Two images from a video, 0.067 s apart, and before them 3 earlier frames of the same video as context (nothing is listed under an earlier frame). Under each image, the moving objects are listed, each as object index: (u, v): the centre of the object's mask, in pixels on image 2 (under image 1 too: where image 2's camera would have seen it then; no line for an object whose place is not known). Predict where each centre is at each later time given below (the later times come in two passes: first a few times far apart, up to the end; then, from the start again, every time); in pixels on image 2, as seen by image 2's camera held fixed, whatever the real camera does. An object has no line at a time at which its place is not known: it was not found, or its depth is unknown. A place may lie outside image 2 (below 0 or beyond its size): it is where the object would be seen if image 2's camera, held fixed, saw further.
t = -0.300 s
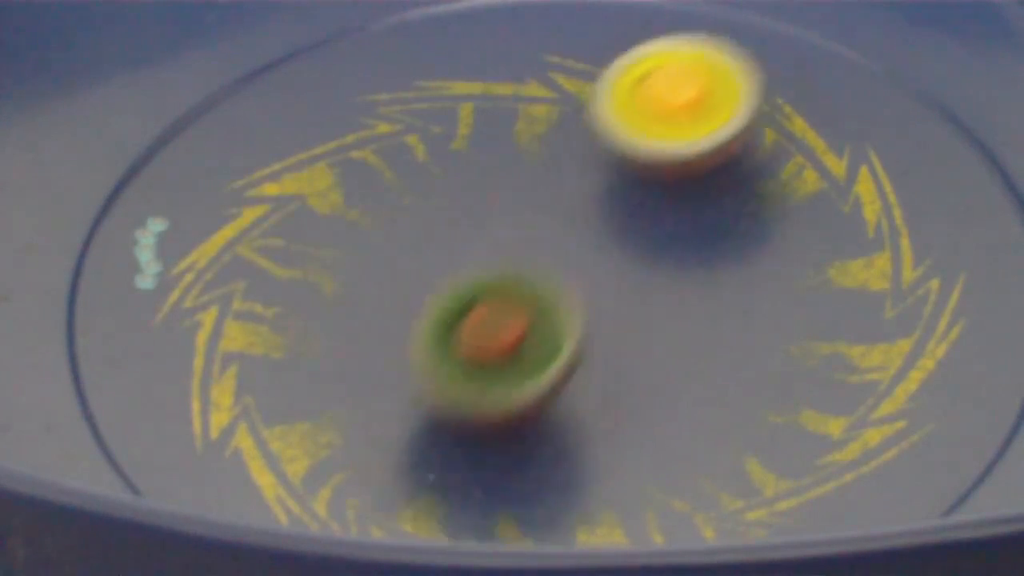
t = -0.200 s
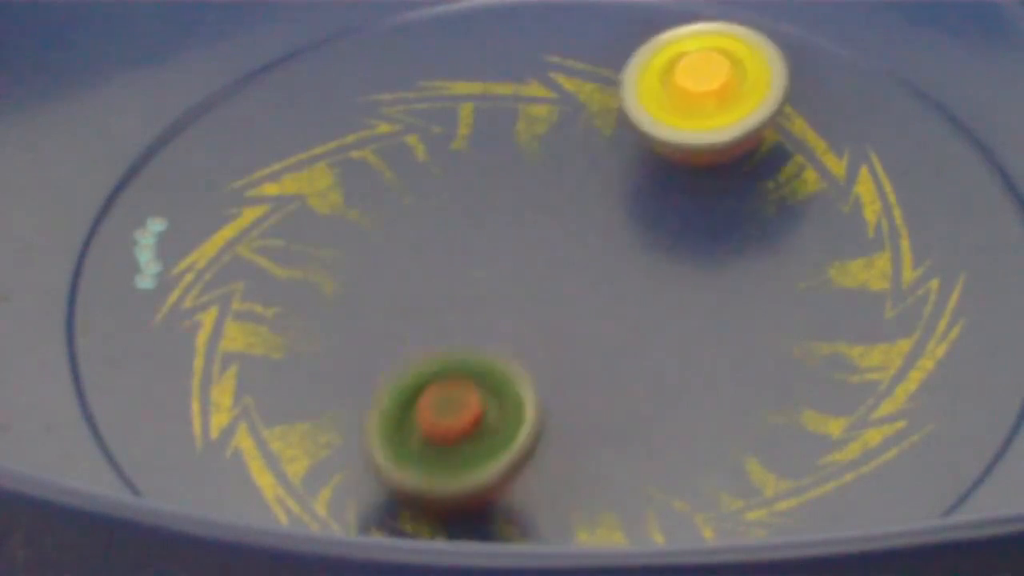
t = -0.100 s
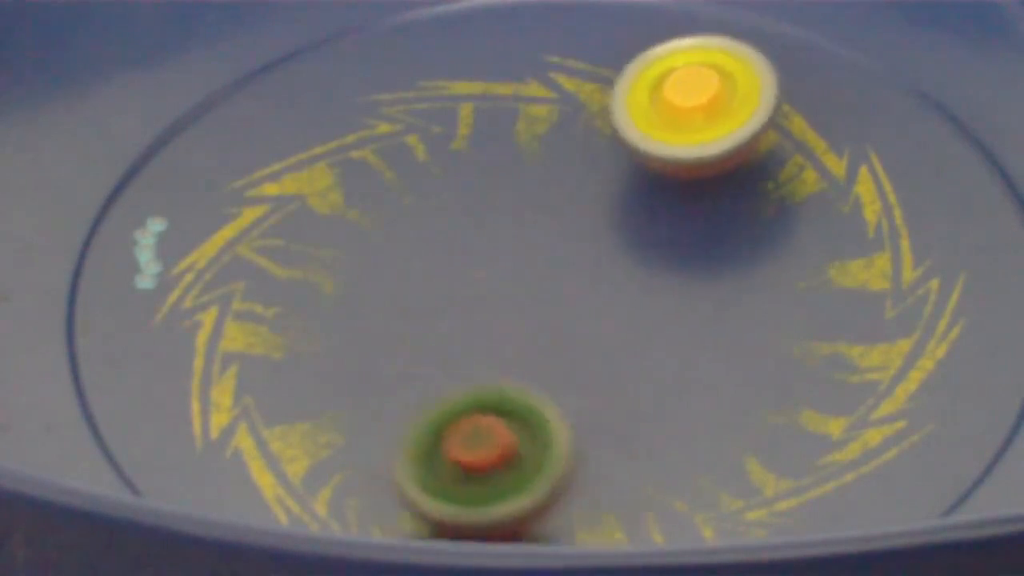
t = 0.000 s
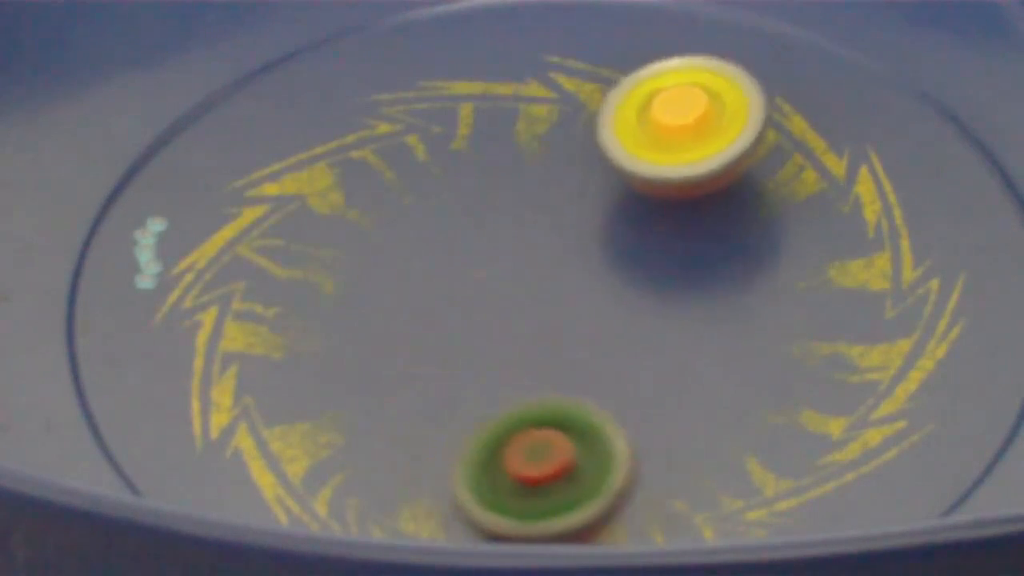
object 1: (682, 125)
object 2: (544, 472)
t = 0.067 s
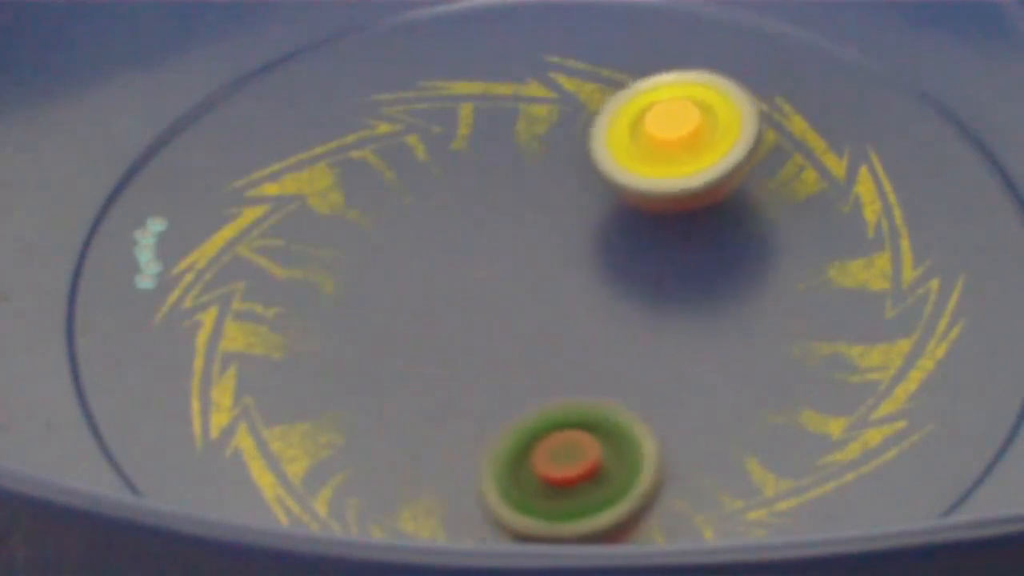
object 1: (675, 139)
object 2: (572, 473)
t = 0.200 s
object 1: (664, 172)
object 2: (614, 473)
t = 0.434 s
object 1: (648, 227)
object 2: (656, 461)
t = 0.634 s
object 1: (625, 282)
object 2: (662, 444)
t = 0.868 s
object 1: (556, 326)
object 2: (649, 434)
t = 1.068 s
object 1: (481, 341)
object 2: (626, 420)
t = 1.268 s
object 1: (423, 348)
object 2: (594, 396)
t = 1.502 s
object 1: (342, 332)
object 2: (572, 369)
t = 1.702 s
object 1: (314, 321)
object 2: (536, 341)
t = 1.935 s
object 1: (311, 300)
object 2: (505, 310)
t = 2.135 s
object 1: (311, 279)
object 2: (511, 284)
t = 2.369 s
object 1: (308, 242)
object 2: (546, 253)
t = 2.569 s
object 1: (263, 208)
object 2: (722, 230)
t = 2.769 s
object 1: (323, 196)
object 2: (746, 195)
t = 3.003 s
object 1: (408, 173)
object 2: (762, 170)
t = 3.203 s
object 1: (473, 156)
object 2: (761, 161)
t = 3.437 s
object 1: (540, 158)
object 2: (743, 165)
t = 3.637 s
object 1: (458, 163)
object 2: (840, 187)
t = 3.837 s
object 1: (465, 198)
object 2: (811, 203)
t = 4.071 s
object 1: (494, 244)
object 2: (755, 227)
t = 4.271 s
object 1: (511, 284)
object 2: (700, 252)
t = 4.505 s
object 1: (455, 327)
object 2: (664, 274)
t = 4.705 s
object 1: (426, 365)
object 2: (606, 287)
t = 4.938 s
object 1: (404, 386)
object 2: (532, 290)
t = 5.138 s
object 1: (385, 389)
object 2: (481, 279)
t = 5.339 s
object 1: (382, 384)
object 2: (438, 259)
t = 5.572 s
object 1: (386, 366)
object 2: (406, 230)
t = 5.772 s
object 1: (398, 340)
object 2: (399, 204)
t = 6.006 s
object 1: (428, 305)
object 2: (412, 177)
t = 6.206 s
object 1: (463, 277)
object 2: (435, 156)
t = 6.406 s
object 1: (512, 267)
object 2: (468, 146)
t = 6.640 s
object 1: (557, 268)
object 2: (518, 144)
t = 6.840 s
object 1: (590, 279)
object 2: (556, 159)
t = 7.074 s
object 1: (620, 311)
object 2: (592, 183)
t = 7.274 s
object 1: (638, 339)
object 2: (609, 208)
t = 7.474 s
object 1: (627, 363)
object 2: (609, 236)
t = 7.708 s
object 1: (584, 394)
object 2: (587, 265)
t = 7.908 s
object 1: (542, 404)
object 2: (553, 279)
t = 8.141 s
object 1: (493, 413)
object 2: (508, 271)
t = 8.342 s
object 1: (458, 396)
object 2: (472, 249)
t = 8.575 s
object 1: (430, 361)
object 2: (439, 227)
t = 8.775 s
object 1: (418, 330)
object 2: (426, 201)
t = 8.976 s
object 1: (425, 301)
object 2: (430, 174)
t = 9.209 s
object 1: (447, 291)
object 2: (449, 137)
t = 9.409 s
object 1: (480, 273)
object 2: (468, 133)
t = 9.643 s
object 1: (532, 261)
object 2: (494, 137)
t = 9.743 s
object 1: (554, 257)
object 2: (507, 143)
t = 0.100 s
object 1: (672, 147)
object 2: (584, 473)
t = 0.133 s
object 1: (669, 156)
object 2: (595, 473)
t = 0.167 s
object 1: (666, 164)
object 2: (604, 472)
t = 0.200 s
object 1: (664, 172)
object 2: (614, 473)
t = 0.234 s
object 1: (661, 179)
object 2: (623, 472)
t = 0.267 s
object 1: (659, 186)
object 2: (630, 471)
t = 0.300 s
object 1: (657, 193)
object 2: (638, 470)
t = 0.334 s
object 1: (655, 201)
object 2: (644, 469)
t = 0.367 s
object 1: (653, 210)
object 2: (649, 467)
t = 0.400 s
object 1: (651, 219)
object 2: (652, 464)
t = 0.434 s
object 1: (648, 227)
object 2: (656, 461)
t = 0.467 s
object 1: (645, 236)
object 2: (658, 458)
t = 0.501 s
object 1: (642, 244)
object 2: (660, 455)
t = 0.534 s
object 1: (638, 253)
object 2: (661, 452)
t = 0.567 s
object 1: (634, 263)
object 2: (662, 450)
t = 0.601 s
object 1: (630, 272)
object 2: (662, 447)
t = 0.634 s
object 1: (625, 282)
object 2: (662, 444)
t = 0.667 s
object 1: (619, 293)
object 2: (661, 441)
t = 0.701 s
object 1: (611, 302)
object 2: (659, 439)
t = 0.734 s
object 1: (602, 309)
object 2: (657, 437)
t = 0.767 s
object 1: (592, 318)
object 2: (656, 435)
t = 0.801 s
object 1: (580, 321)
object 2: (655, 437)
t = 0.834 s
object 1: (567, 323)
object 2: (652, 436)
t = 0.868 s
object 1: (556, 326)
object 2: (649, 434)
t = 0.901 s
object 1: (546, 330)
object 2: (645, 433)
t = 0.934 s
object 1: (532, 331)
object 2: (643, 432)
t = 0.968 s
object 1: (518, 332)
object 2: (639, 431)
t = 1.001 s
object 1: (504, 335)
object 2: (634, 429)
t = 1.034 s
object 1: (491, 338)
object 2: (630, 425)
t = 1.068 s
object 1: (481, 341)
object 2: (626, 420)
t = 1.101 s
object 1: (471, 344)
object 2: (622, 417)
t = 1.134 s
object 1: (462, 346)
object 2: (617, 414)
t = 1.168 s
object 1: (453, 347)
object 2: (611, 410)
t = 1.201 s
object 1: (443, 348)
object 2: (604, 405)
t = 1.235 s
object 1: (433, 348)
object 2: (599, 401)
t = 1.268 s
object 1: (423, 348)
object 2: (594, 396)
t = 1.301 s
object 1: (414, 348)
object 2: (589, 392)
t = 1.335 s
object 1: (406, 348)
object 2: (582, 388)
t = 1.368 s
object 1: (398, 346)
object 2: (575, 383)
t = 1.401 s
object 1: (379, 341)
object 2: (578, 381)
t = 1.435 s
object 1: (361, 336)
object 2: (580, 378)
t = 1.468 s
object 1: (350, 333)
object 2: (577, 374)
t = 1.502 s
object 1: (342, 332)
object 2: (572, 369)
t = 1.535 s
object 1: (335, 331)
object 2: (566, 364)
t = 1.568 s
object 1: (329, 329)
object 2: (560, 359)
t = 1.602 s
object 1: (324, 327)
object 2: (553, 355)
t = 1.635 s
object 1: (320, 325)
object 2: (547, 350)
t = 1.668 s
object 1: (317, 323)
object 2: (542, 346)
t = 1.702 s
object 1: (314, 321)
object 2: (536, 341)
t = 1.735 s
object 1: (311, 318)
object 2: (532, 337)
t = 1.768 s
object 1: (310, 316)
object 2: (527, 332)
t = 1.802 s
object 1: (309, 313)
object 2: (523, 329)
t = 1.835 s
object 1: (309, 310)
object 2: (518, 324)
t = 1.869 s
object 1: (309, 307)
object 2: (514, 320)
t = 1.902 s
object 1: (310, 304)
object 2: (509, 315)
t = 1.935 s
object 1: (311, 300)
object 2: (505, 310)
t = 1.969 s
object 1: (312, 298)
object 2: (502, 306)
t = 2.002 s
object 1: (313, 295)
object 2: (499, 302)
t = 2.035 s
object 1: (312, 292)
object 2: (500, 298)
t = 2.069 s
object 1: (307, 286)
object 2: (508, 294)
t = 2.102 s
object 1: (308, 282)
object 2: (511, 290)
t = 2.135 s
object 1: (311, 279)
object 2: (511, 284)
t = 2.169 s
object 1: (315, 274)
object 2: (511, 279)
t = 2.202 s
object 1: (319, 270)
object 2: (511, 274)
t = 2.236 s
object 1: (322, 265)
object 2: (511, 269)
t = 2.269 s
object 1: (325, 260)
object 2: (512, 265)
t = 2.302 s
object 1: (329, 256)
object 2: (512, 261)
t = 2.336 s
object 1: (333, 253)
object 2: (513, 257)
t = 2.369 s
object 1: (308, 242)
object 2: (546, 253)
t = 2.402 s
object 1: (275, 233)
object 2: (599, 251)
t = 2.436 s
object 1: (256, 224)
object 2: (644, 247)
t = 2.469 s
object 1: (249, 219)
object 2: (678, 244)
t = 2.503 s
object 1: (251, 215)
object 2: (703, 239)
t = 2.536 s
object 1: (256, 210)
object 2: (717, 235)
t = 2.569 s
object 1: (263, 208)
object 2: (722, 230)
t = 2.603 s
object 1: (272, 206)
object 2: (726, 224)
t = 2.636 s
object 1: (281, 204)
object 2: (730, 218)
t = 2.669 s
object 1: (291, 203)
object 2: (734, 212)
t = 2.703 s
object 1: (301, 202)
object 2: (739, 205)
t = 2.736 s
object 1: (312, 200)
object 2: (743, 200)
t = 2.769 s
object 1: (323, 196)
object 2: (746, 195)
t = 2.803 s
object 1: (335, 193)
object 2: (749, 192)
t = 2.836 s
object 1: (347, 189)
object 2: (752, 187)
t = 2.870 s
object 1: (360, 186)
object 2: (755, 183)
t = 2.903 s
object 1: (373, 182)
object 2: (757, 180)
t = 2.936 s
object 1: (385, 179)
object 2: (758, 176)
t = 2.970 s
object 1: (396, 175)
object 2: (761, 173)
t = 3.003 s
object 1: (408, 173)
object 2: (762, 170)
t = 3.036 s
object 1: (420, 169)
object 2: (762, 167)
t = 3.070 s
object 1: (431, 166)
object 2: (763, 165)
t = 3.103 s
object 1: (443, 163)
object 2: (764, 163)
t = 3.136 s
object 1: (453, 160)
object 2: (763, 162)
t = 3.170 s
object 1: (463, 157)
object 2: (763, 161)
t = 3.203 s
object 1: (473, 156)
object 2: (761, 161)
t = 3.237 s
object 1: (483, 154)
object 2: (760, 161)
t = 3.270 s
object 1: (492, 153)
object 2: (757, 161)
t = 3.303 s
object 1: (501, 153)
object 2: (754, 162)
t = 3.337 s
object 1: (511, 154)
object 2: (751, 162)
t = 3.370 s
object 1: (521, 154)
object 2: (748, 163)
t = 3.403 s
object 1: (531, 156)
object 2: (745, 164)
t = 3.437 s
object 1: (540, 158)
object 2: (743, 165)
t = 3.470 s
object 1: (550, 160)
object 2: (740, 166)
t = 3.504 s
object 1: (559, 162)
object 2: (737, 167)
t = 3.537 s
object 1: (541, 161)
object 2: (761, 170)
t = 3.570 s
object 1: (503, 158)
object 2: (802, 174)
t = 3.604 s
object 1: (475, 159)
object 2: (829, 181)
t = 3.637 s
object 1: (458, 163)
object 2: (840, 187)
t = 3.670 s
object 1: (449, 168)
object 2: (842, 191)
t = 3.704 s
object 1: (448, 174)
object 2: (838, 194)
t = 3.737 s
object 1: (451, 179)
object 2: (833, 196)
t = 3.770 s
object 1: (455, 185)
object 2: (826, 199)
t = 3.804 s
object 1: (460, 192)
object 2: (819, 201)
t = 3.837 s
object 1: (465, 198)
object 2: (811, 203)
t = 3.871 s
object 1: (470, 205)
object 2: (804, 206)
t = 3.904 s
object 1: (474, 211)
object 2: (796, 210)
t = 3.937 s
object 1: (478, 218)
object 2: (789, 213)
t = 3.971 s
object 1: (483, 225)
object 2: (781, 216)
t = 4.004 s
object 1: (487, 231)
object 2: (772, 220)
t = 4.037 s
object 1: (491, 238)
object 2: (764, 224)
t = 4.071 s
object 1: (494, 244)
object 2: (755, 227)
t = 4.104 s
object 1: (498, 251)
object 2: (746, 232)
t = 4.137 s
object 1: (501, 257)
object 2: (737, 236)
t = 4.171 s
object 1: (504, 264)
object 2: (728, 240)
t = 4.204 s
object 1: (507, 271)
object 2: (718, 244)
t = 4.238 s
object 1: (509, 277)
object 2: (709, 248)
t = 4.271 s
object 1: (511, 284)
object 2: (700, 252)
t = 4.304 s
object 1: (513, 289)
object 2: (690, 255)
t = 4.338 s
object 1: (508, 294)
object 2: (683, 258)
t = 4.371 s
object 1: (489, 300)
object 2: (689, 260)
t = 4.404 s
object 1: (476, 306)
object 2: (688, 264)
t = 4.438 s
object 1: (467, 313)
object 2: (681, 268)
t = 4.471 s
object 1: (460, 320)
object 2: (673, 271)
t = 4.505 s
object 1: (455, 327)
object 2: (664, 274)
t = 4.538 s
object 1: (450, 333)
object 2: (655, 277)
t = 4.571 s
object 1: (445, 340)
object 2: (646, 279)
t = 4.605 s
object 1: (440, 347)
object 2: (636, 281)
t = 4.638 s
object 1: (435, 353)
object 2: (626, 283)
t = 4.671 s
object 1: (430, 359)
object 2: (617, 285)
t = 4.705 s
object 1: (426, 365)
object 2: (606, 287)
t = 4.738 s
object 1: (422, 370)
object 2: (596, 288)
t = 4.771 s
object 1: (418, 374)
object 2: (585, 289)
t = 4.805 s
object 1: (415, 378)
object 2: (574, 290)
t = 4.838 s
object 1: (412, 381)
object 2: (563, 290)
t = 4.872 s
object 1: (409, 384)
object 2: (553, 290)
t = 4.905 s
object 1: (407, 385)
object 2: (542, 290)
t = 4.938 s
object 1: (404, 386)
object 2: (532, 290)
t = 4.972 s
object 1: (401, 386)
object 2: (523, 289)
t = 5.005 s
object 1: (399, 386)
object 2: (513, 289)
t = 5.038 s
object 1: (396, 386)
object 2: (503, 287)
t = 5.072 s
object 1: (393, 386)
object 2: (494, 286)
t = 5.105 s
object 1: (389, 388)
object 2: (488, 282)
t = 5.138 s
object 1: (385, 389)
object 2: (481, 279)
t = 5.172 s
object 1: (383, 389)
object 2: (474, 276)
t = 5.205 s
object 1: (381, 388)
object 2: (466, 274)
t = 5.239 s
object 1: (381, 387)
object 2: (458, 270)
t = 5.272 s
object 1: (381, 387)
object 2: (451, 267)
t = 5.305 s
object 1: (381, 385)
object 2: (444, 263)
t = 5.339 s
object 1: (382, 384)
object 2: (438, 259)
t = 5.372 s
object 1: (382, 382)
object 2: (432, 255)
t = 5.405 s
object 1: (382, 380)
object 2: (426, 251)
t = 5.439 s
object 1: (382, 378)
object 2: (421, 246)
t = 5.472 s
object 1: (383, 376)
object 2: (416, 242)
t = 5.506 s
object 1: (384, 373)
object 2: (412, 238)
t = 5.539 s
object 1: (384, 370)
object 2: (409, 234)
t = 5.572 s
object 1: (386, 366)
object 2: (406, 230)
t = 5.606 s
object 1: (387, 363)
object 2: (403, 225)
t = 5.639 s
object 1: (388, 358)
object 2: (400, 221)
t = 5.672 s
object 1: (390, 354)
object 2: (399, 216)
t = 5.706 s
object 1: (393, 350)
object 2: (399, 212)
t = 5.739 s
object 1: (395, 345)
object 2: (399, 208)
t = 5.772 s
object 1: (398, 340)
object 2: (399, 204)
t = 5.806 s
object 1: (401, 336)
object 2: (399, 200)
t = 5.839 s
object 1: (405, 331)
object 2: (400, 196)
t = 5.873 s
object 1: (409, 326)
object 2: (402, 192)
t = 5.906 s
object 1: (413, 321)
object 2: (404, 188)
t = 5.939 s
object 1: (418, 316)
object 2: (406, 184)
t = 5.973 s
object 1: (423, 311)
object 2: (408, 181)
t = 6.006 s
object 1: (428, 305)
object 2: (412, 177)
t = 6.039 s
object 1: (434, 299)
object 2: (415, 173)
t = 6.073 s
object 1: (439, 294)
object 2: (419, 170)
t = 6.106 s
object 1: (446, 288)
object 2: (422, 166)
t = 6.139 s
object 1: (451, 283)
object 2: (427, 163)
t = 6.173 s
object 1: (457, 280)
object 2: (431, 159)
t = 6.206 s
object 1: (463, 277)
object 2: (435, 156)
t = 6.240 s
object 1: (469, 272)
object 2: (439, 154)
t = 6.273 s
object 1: (477, 273)
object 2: (444, 151)
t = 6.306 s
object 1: (486, 273)
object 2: (450, 150)
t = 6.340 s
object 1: (495, 271)
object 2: (456, 148)
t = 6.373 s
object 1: (504, 269)
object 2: (462, 147)
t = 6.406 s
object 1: (512, 267)
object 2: (468, 146)
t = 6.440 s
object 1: (520, 265)
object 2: (475, 146)
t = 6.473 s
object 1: (527, 263)
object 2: (481, 145)
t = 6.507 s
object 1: (534, 262)
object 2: (488, 145)
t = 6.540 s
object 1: (541, 260)
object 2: (495, 144)
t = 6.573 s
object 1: (547, 259)
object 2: (502, 145)
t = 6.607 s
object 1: (553, 262)
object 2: (509, 144)
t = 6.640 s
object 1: (557, 268)
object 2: (518, 144)
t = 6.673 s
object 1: (561, 270)
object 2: (526, 145)
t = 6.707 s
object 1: (565, 272)
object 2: (533, 147)
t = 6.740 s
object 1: (572, 274)
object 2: (539, 150)
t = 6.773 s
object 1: (578, 276)
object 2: (545, 153)
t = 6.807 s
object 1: (584, 277)
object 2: (550, 156)
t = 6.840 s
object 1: (590, 279)
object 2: (556, 159)
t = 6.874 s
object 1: (594, 282)
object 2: (561, 162)
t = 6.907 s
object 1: (599, 288)
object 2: (568, 165)
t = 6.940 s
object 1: (605, 293)
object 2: (573, 169)
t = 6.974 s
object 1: (610, 296)
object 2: (578, 172)
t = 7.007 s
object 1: (614, 299)
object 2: (583, 176)
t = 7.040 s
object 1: (618, 302)
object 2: (588, 180)
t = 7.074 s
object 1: (620, 311)
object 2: (592, 183)
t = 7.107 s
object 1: (625, 319)
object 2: (596, 185)
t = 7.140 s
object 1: (630, 325)
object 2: (600, 189)
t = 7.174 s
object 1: (634, 328)
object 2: (603, 194)
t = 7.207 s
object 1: (636, 332)
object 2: (605, 199)
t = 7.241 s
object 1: (637, 335)
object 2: (607, 203)
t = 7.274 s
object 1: (638, 339)
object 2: (609, 208)
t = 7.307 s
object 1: (637, 342)
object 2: (610, 213)
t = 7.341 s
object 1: (637, 346)
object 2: (610, 218)
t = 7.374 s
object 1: (635, 349)
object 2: (610, 223)
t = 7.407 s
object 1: (633, 353)
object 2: (610, 227)
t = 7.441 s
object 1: (631, 356)
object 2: (610, 232)
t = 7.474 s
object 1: (627, 363)
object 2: (609, 236)
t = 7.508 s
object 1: (622, 369)
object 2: (607, 240)
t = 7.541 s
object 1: (617, 375)
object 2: (604, 245)
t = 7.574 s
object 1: (611, 379)
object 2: (601, 250)
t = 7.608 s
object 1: (605, 382)
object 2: (598, 254)
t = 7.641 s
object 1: (599, 385)
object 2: (594, 259)
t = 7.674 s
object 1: (592, 389)
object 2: (591, 262)
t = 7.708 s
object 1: (584, 394)
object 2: (587, 265)
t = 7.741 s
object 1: (577, 396)
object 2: (582, 268)
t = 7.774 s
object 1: (570, 398)
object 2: (576, 272)
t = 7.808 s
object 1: (562, 401)
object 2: (572, 274)
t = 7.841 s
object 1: (554, 403)
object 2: (566, 276)
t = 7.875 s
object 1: (548, 403)
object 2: (560, 278)
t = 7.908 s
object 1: (542, 404)
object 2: (553, 279)
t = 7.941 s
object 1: (536, 405)
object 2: (547, 281)
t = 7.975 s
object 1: (530, 405)
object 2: (539, 282)
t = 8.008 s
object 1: (524, 405)
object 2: (533, 283)
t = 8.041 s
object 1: (517, 405)
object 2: (526, 283)
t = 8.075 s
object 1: (510, 405)
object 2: (519, 283)
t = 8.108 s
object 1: (503, 407)
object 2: (513, 280)
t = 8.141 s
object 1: (493, 413)
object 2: (508, 271)
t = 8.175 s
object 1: (485, 415)
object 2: (502, 263)
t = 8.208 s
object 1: (479, 412)
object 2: (496, 257)
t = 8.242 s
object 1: (474, 409)
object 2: (490, 254)
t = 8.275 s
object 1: (469, 405)
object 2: (484, 252)
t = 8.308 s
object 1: (463, 401)
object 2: (478, 250)
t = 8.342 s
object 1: (458, 396)
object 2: (472, 249)
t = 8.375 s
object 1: (454, 392)
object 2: (466, 246)
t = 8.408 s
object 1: (448, 388)
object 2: (461, 243)
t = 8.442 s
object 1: (444, 383)
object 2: (456, 241)
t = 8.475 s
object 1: (439, 378)
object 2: (451, 238)
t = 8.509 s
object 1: (436, 373)
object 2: (446, 234)
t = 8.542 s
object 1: (433, 367)
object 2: (442, 231)
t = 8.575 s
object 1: (430, 361)
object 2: (439, 227)
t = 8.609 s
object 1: (428, 355)
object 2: (435, 223)
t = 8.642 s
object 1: (426, 350)
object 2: (432, 219)
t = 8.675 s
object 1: (424, 343)
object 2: (429, 215)
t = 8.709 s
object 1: (422, 337)
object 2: (428, 212)
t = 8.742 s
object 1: (421, 332)
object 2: (427, 207)
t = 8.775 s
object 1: (418, 330)
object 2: (426, 201)
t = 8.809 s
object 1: (418, 326)
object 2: (427, 196)
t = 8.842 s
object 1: (418, 321)
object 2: (427, 191)
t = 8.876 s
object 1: (419, 315)
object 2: (428, 187)
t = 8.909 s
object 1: (421, 309)
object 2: (428, 182)
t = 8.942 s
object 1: (423, 302)
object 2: (429, 178)
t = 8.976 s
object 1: (425, 301)
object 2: (430, 174)
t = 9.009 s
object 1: (425, 306)
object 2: (434, 164)
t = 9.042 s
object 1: (427, 307)
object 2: (438, 154)
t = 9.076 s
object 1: (429, 305)
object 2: (441, 149)
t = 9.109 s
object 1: (433, 301)
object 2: (443, 146)
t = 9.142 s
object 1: (437, 298)
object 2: (445, 142)
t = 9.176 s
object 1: (441, 294)
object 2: (448, 139)
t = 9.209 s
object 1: (447, 291)
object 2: (449, 137)
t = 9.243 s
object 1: (451, 288)
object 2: (453, 136)
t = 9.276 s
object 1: (456, 285)
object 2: (455, 135)
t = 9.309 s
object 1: (462, 282)
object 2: (458, 134)
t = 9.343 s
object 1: (467, 279)
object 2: (462, 133)
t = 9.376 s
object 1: (473, 276)
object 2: (465, 133)
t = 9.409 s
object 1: (480, 273)
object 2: (468, 133)
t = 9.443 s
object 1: (487, 271)
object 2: (471, 133)
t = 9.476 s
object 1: (494, 269)
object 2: (474, 133)
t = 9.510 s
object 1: (501, 267)
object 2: (479, 134)
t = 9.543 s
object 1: (508, 265)
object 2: (482, 134)
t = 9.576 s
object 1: (516, 264)
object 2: (486, 135)
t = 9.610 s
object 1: (524, 262)
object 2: (490, 136)
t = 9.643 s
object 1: (532, 261)
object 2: (494, 137)
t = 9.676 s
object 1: (539, 260)
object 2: (498, 139)
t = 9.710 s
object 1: (546, 258)
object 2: (503, 141)
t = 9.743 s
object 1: (554, 257)
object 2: (507, 143)
